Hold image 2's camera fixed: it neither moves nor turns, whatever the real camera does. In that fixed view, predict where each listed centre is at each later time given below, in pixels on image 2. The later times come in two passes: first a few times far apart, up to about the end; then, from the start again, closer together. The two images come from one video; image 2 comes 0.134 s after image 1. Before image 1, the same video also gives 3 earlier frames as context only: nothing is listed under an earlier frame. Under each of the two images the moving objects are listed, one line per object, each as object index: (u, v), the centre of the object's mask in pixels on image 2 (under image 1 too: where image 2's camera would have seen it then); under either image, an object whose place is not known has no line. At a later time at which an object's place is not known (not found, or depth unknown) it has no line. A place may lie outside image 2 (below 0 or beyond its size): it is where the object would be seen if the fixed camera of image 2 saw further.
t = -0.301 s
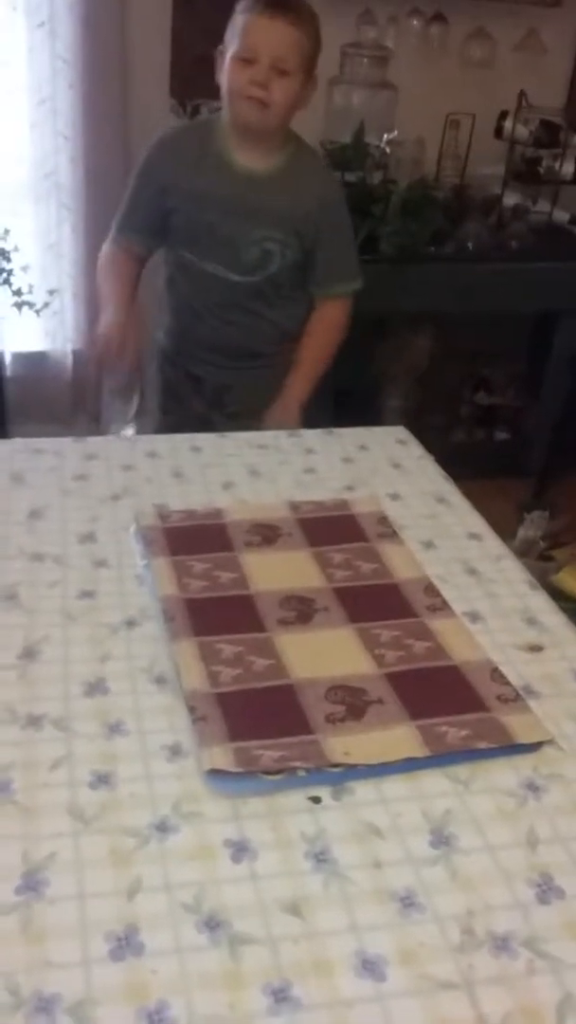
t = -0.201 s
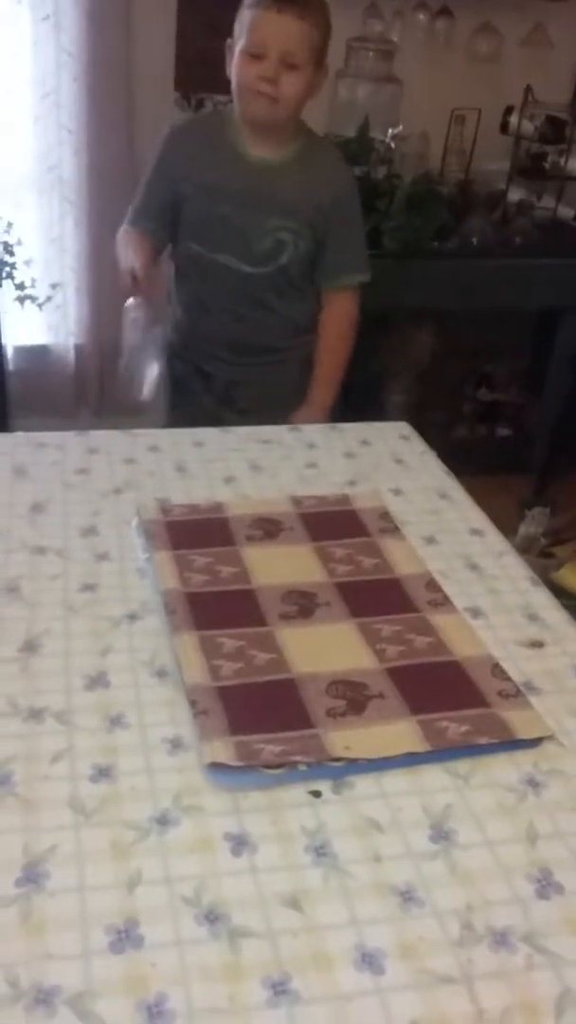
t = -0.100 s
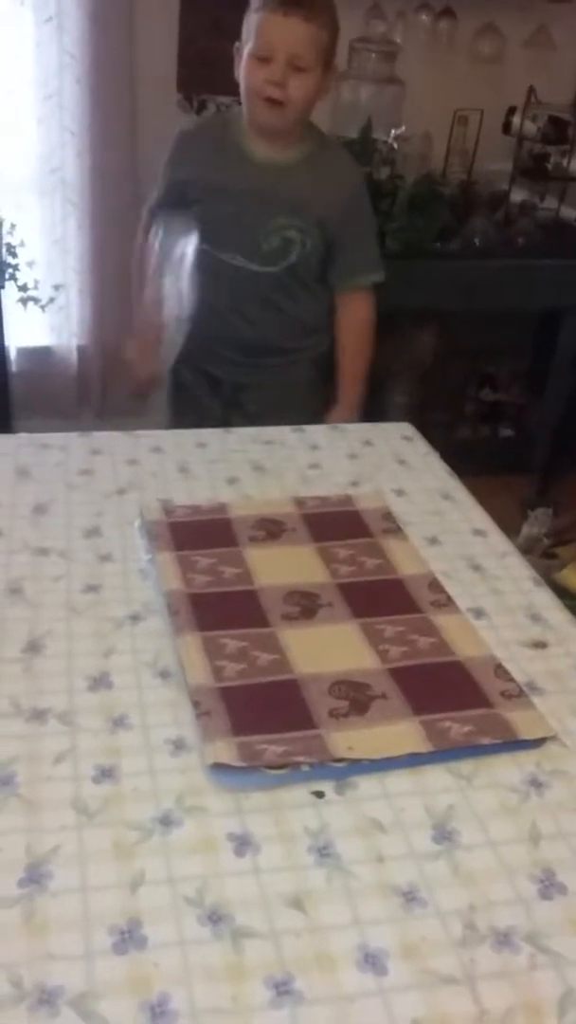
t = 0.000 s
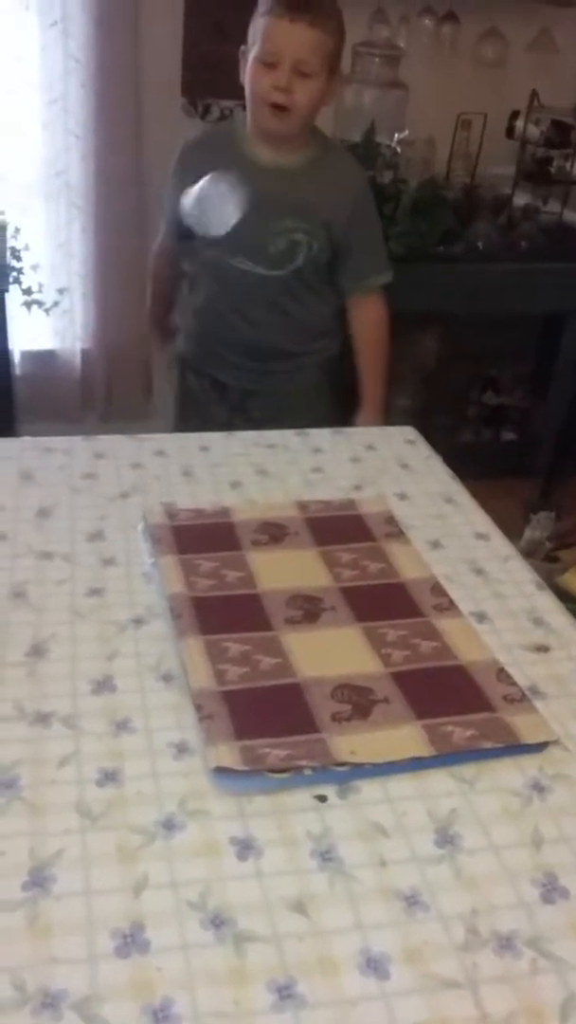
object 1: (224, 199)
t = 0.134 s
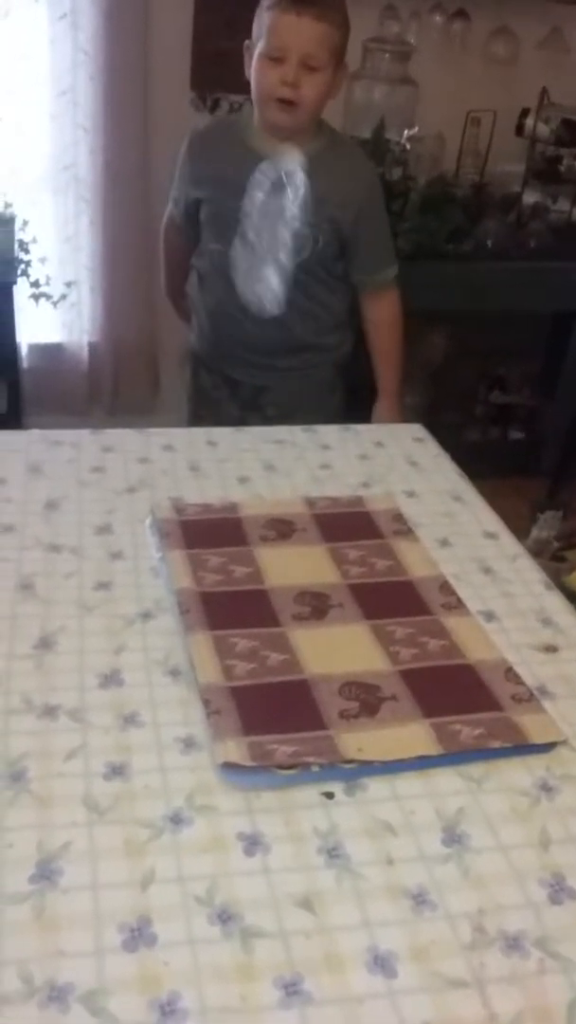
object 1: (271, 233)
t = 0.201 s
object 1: (290, 308)
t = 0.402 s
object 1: (343, 429)
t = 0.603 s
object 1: (400, 459)
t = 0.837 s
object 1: (401, 480)
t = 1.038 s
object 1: (402, 480)
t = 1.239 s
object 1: (401, 479)
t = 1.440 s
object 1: (401, 480)
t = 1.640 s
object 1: (400, 478)
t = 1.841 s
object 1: (401, 479)
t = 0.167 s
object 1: (281, 265)
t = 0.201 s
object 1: (290, 308)
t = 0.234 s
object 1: (299, 344)
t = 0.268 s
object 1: (308, 410)
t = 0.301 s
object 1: (317, 425)
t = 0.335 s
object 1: (326, 426)
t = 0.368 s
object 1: (334, 429)
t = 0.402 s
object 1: (343, 429)
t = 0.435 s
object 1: (350, 431)
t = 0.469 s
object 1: (359, 434)
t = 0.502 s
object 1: (367, 436)
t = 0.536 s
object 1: (375, 438)
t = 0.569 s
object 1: (387, 445)
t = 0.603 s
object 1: (400, 459)
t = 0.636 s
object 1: (405, 475)
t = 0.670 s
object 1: (401, 479)
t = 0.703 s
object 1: (401, 479)
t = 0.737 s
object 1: (400, 480)
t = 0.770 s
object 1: (399, 479)
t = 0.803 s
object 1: (401, 481)
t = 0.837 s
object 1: (401, 480)
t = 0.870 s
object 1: (401, 479)
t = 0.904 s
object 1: (400, 480)
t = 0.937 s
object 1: (401, 480)
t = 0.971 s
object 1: (402, 480)
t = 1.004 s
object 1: (401, 480)
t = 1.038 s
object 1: (402, 480)
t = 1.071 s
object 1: (402, 480)
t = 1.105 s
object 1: (401, 480)
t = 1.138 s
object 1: (401, 480)
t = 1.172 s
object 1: (400, 479)
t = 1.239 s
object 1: (401, 479)
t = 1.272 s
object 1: (402, 479)
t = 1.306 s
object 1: (403, 480)
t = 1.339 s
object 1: (401, 479)
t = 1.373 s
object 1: (401, 480)
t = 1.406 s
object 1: (401, 479)
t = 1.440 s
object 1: (401, 480)
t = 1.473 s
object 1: (401, 478)
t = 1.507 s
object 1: (401, 480)
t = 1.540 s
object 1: (401, 480)
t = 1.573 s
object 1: (400, 479)
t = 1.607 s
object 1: (400, 479)
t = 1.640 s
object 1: (400, 478)
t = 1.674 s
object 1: (399, 479)
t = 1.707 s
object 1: (400, 479)
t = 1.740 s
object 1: (400, 479)
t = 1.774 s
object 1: (401, 479)
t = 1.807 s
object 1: (401, 479)
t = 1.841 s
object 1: (401, 479)
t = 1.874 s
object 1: (400, 479)
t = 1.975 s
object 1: (402, 479)
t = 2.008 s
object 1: (401, 478)
